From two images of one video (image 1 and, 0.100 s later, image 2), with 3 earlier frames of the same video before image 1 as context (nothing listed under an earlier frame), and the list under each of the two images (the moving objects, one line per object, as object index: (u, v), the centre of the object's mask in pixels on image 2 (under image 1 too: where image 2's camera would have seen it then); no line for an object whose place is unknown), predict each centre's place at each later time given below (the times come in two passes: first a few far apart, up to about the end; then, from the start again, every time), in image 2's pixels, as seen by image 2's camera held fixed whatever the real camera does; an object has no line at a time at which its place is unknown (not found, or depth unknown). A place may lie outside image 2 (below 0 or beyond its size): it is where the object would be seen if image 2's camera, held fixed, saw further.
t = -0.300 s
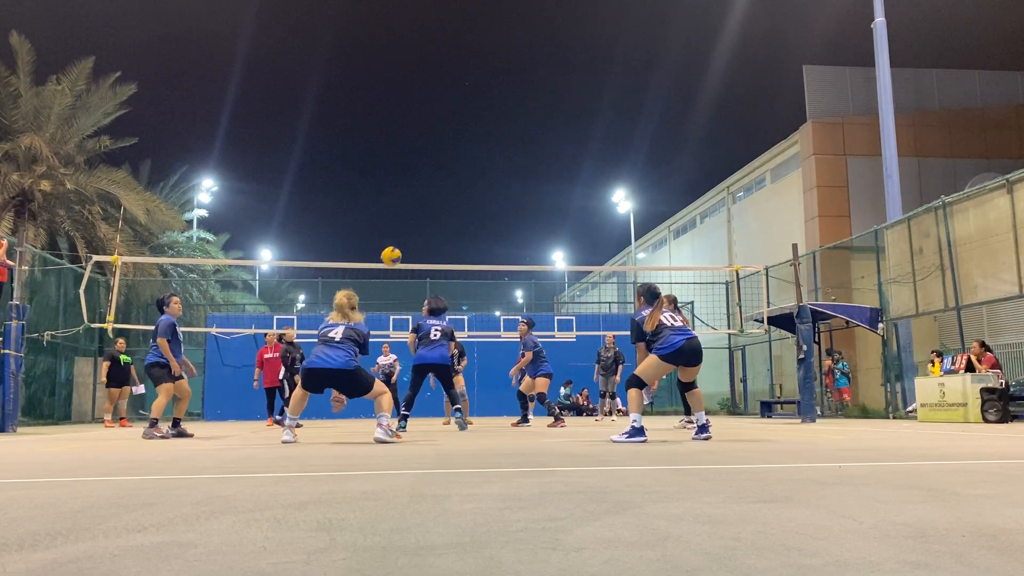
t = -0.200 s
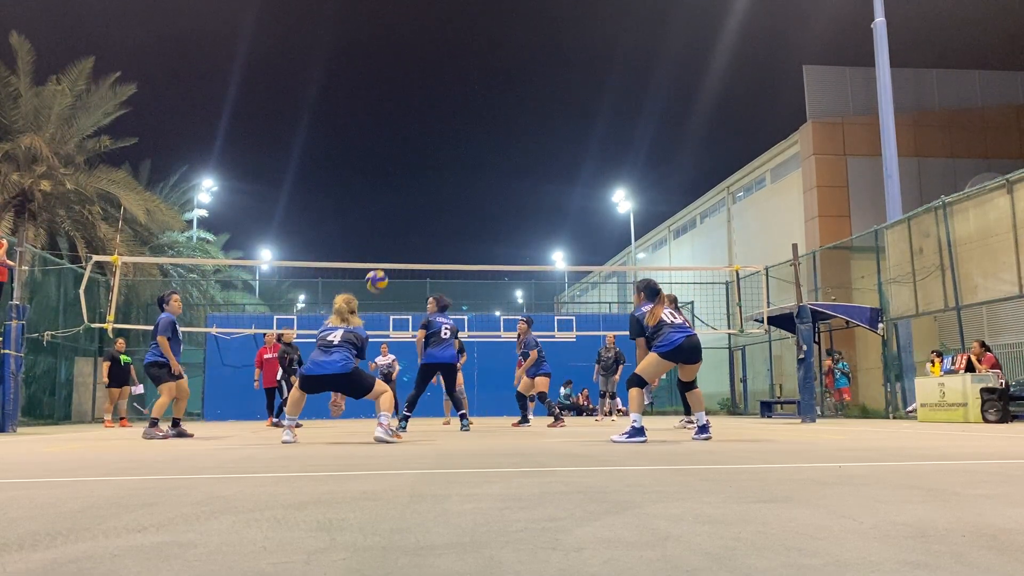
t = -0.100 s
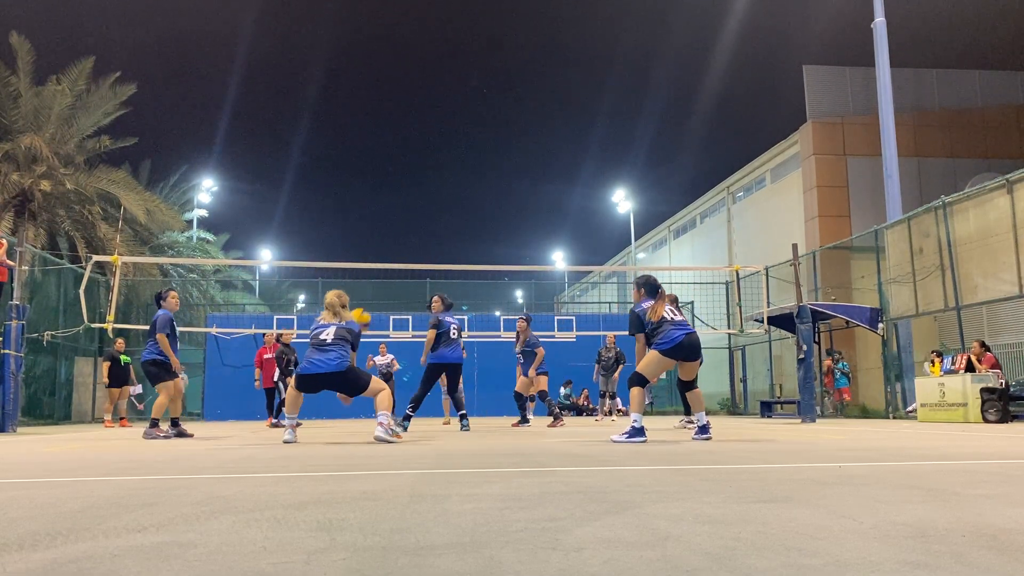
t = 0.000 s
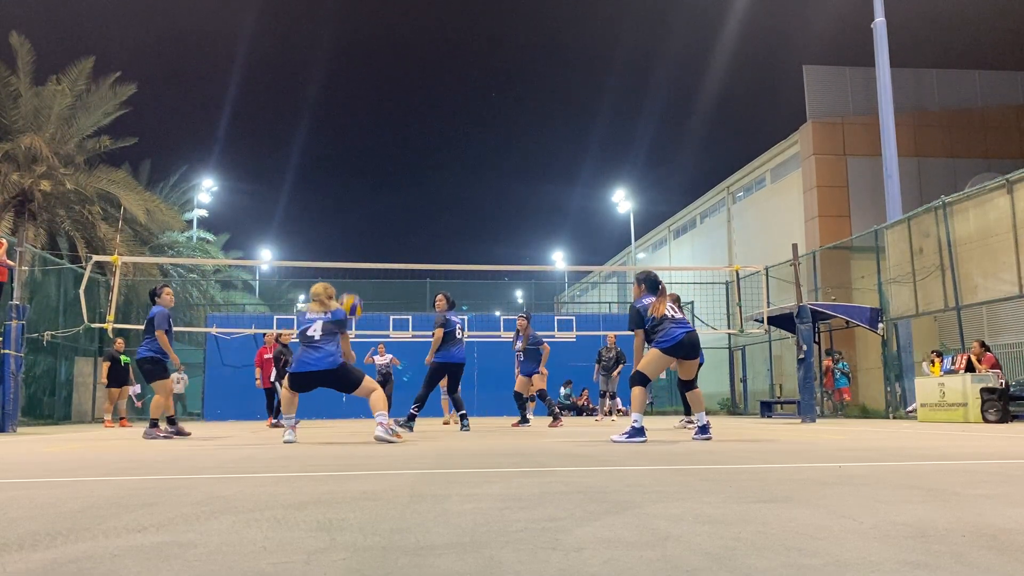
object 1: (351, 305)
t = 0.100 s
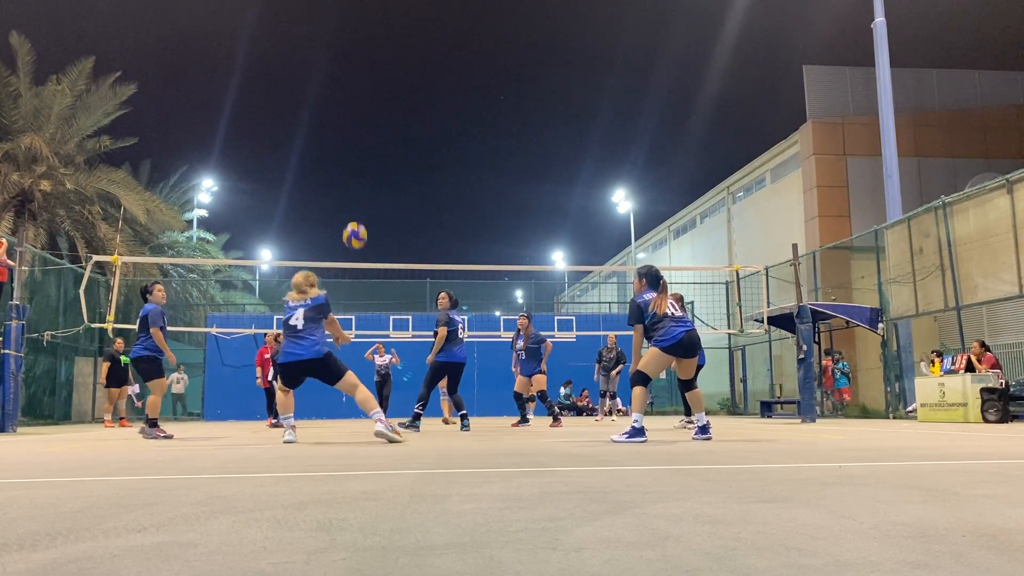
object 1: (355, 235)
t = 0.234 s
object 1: (361, 168)
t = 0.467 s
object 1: (371, 109)
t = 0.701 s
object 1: (381, 104)
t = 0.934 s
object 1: (390, 141)
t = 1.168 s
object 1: (398, 211)
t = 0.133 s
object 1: (356, 216)
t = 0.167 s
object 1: (358, 198)
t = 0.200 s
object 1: (359, 183)
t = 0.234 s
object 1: (361, 168)
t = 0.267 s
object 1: (362, 156)
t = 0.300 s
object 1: (364, 144)
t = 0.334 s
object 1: (365, 135)
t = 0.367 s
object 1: (367, 126)
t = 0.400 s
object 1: (368, 119)
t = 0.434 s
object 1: (370, 113)
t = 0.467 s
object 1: (371, 109)
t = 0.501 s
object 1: (373, 105)
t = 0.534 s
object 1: (374, 103)
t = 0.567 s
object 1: (376, 101)
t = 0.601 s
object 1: (377, 100)
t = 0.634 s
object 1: (379, 100)
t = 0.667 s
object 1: (380, 102)
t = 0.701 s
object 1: (381, 104)
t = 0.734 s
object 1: (383, 107)
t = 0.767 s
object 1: (384, 110)
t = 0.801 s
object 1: (385, 115)
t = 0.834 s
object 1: (386, 120)
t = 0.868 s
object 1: (388, 126)
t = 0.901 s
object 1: (389, 133)
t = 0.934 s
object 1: (390, 141)
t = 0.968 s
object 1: (391, 149)
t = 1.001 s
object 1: (392, 158)
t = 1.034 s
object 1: (394, 167)
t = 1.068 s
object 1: (395, 178)
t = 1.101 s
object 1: (396, 188)
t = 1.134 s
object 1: (397, 199)
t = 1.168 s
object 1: (398, 211)
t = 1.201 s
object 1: (400, 224)
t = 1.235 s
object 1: (401, 236)
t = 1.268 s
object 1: (402, 250)
